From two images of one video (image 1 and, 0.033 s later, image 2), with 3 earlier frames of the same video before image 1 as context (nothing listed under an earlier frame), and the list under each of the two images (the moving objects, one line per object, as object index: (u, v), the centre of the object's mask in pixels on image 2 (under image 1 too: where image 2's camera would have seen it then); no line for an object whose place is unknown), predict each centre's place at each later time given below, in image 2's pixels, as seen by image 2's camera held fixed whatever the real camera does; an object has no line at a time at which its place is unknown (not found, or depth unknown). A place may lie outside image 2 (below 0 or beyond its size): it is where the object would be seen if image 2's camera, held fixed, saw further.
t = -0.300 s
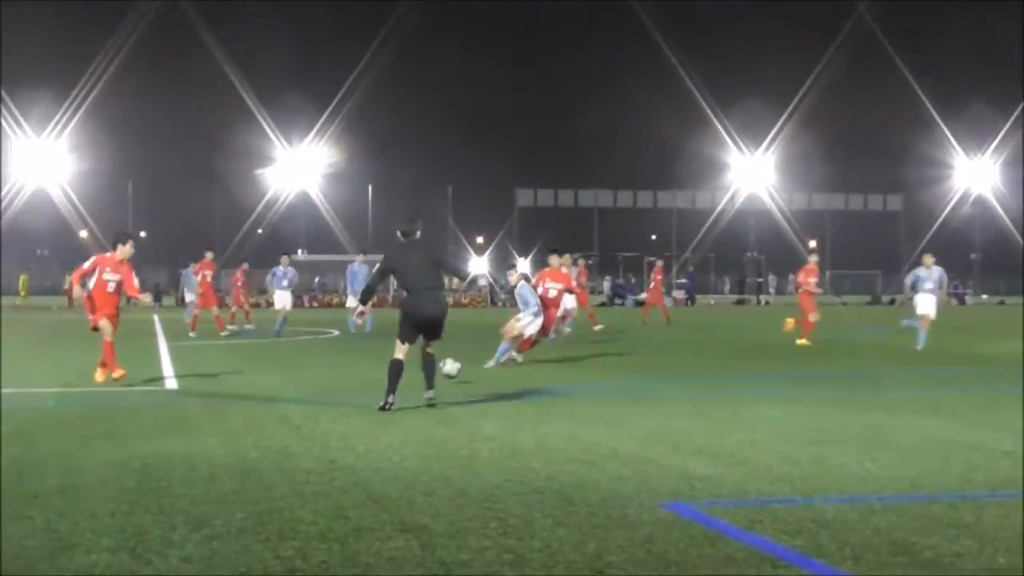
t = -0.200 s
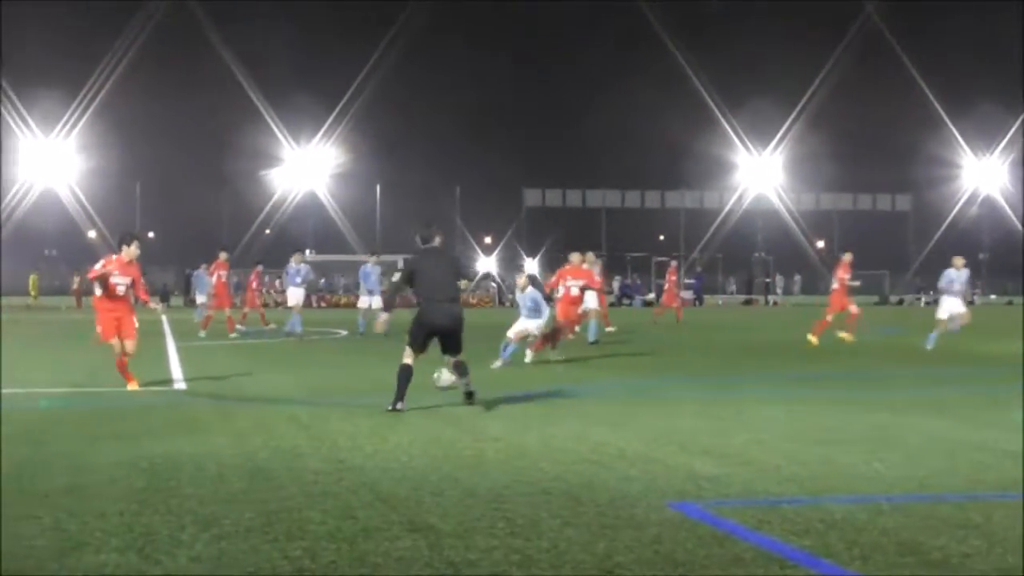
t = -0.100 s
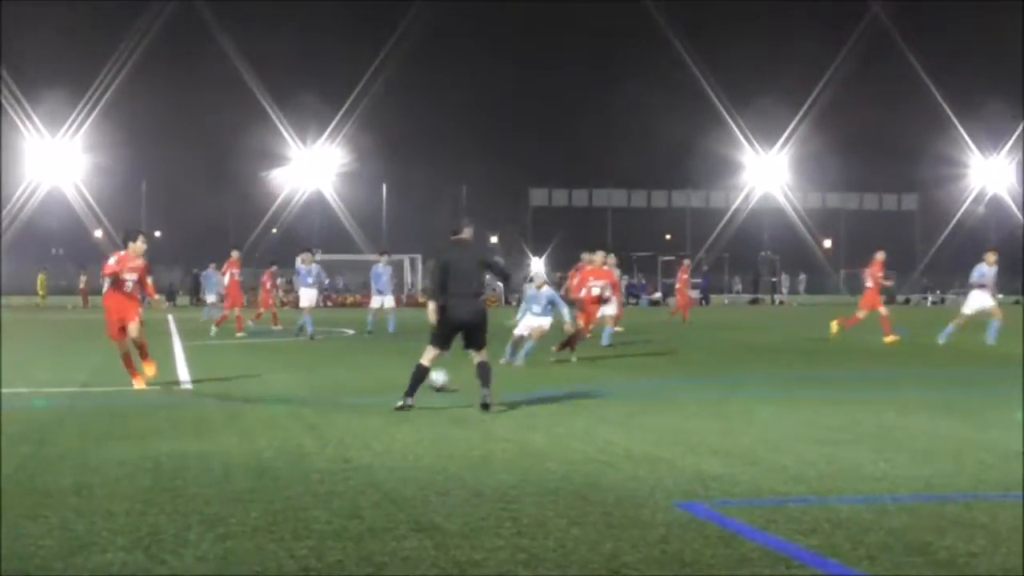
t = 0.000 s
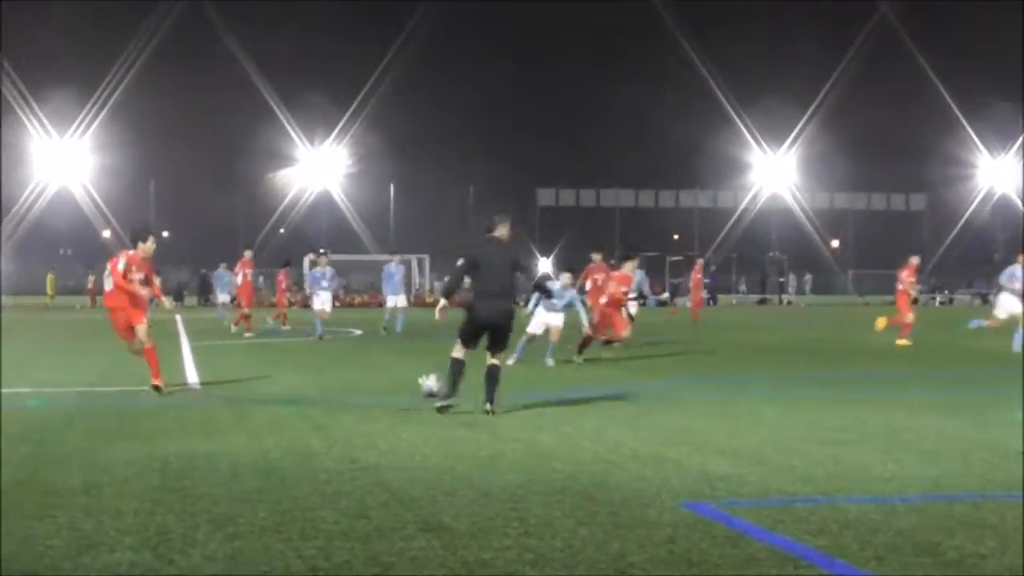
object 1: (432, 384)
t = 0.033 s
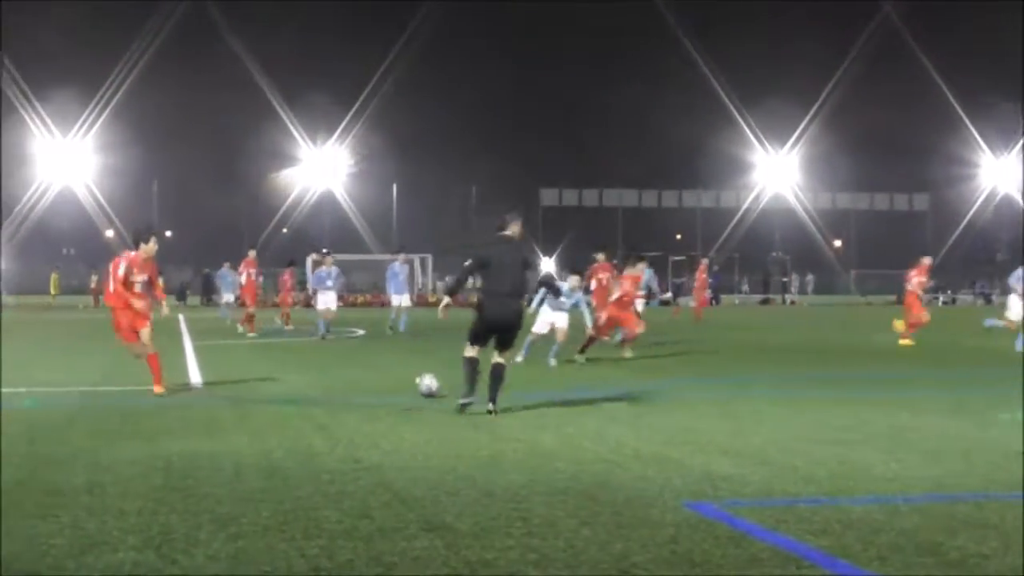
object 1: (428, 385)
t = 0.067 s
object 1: (424, 386)
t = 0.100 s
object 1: (420, 388)
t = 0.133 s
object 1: (416, 390)
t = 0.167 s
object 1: (414, 389)
